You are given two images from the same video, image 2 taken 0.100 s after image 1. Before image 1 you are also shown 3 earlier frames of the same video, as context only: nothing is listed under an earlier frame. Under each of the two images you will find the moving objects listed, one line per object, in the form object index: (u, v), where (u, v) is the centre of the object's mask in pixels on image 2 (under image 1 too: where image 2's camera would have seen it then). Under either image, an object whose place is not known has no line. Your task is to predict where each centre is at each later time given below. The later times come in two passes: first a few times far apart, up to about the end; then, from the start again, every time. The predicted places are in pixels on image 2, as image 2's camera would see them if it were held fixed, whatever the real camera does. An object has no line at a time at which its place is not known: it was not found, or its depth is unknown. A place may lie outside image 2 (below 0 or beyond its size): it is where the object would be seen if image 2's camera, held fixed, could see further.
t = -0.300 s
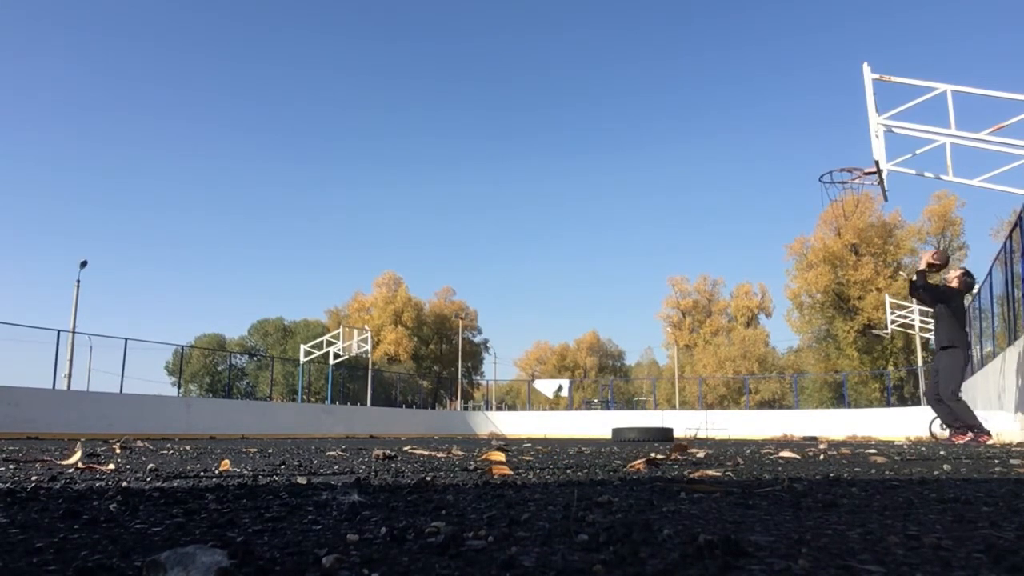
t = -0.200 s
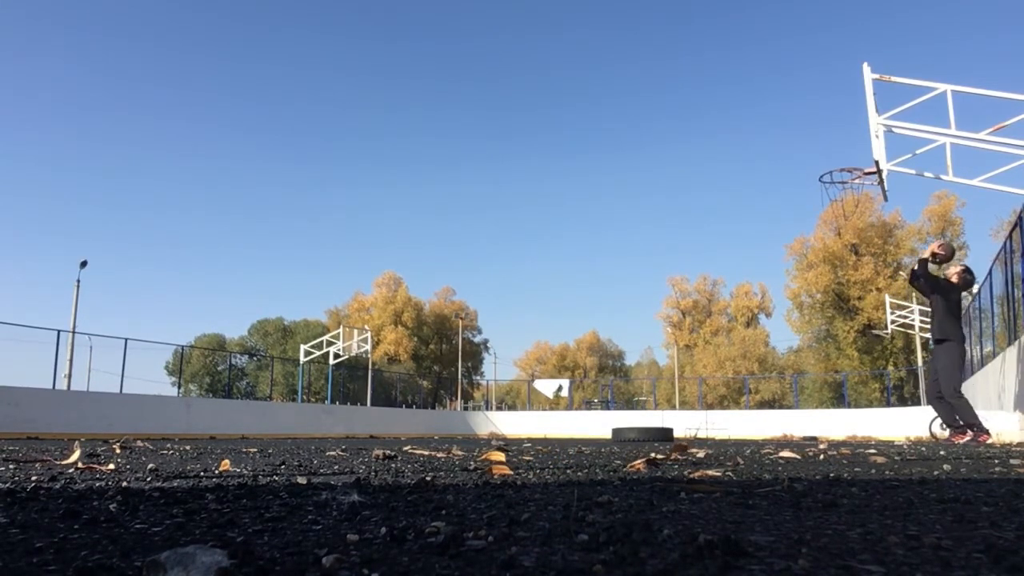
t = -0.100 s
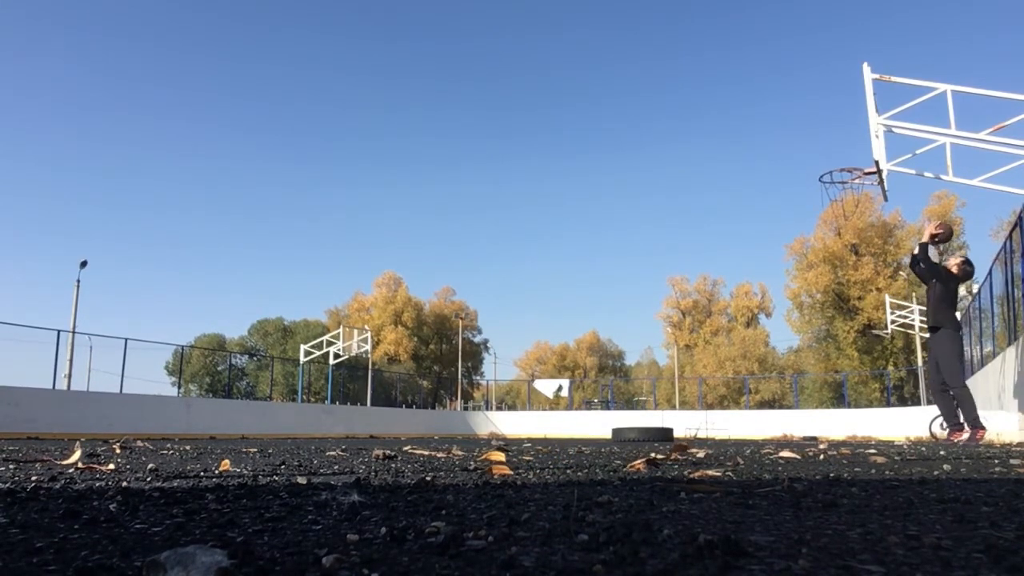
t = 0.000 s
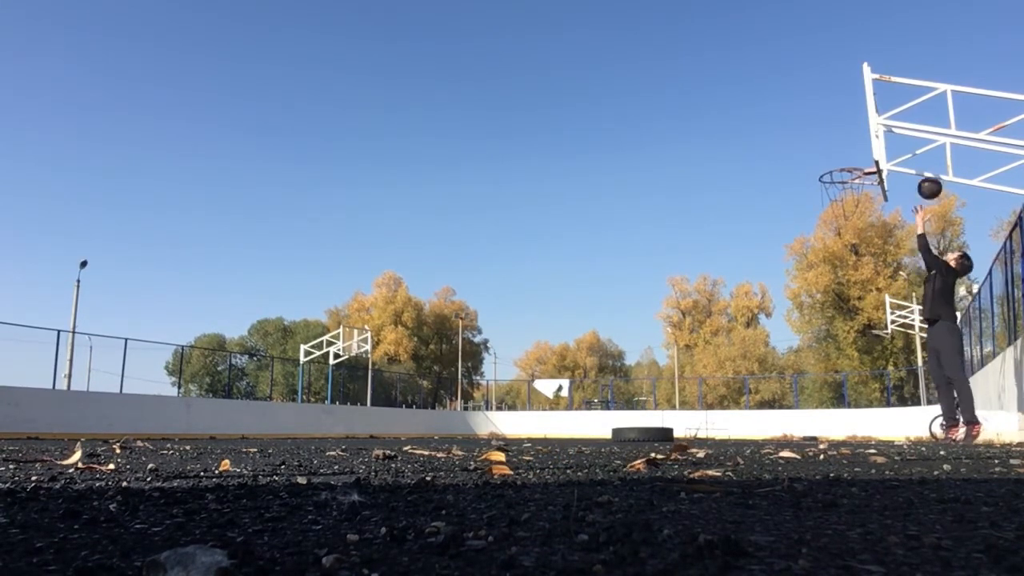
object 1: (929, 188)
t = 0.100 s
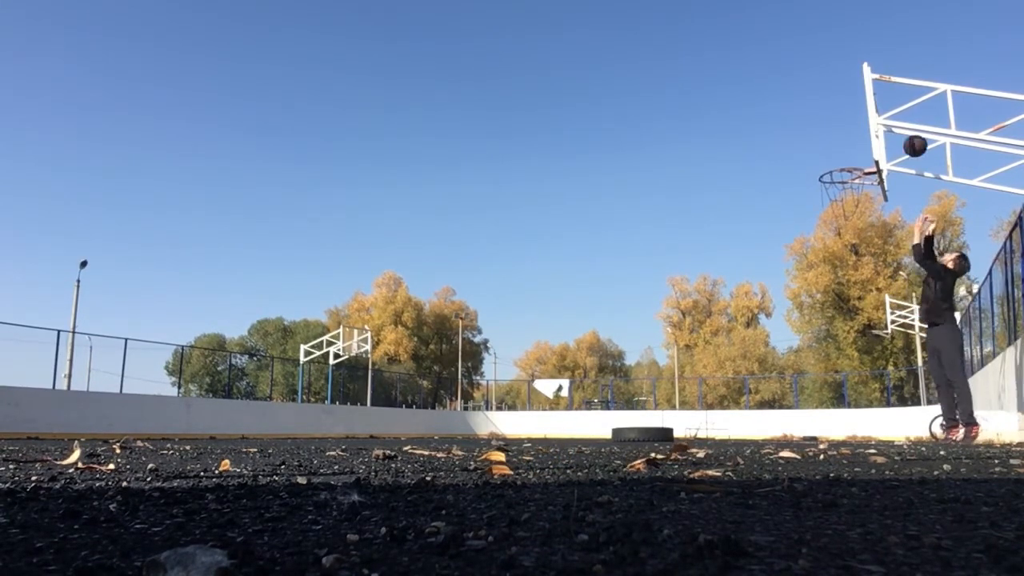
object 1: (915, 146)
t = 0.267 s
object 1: (894, 97)
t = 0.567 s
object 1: (861, 71)
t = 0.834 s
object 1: (842, 109)
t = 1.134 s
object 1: (851, 180)
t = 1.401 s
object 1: (820, 201)
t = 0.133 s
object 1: (910, 136)
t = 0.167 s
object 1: (906, 122)
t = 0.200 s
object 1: (902, 113)
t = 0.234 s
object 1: (896, 102)
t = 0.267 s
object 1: (894, 97)
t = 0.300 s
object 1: (889, 91)
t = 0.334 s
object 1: (885, 87)
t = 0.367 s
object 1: (883, 81)
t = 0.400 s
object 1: (880, 74)
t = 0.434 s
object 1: (878, 71)
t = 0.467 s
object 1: (876, 67)
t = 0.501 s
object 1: (870, 67)
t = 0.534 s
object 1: (862, 69)
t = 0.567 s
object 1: (861, 71)
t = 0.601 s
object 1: (857, 74)
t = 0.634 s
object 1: (855, 76)
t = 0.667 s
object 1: (854, 79)
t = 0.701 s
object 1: (852, 83)
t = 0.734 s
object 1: (849, 88)
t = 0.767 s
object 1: (847, 94)
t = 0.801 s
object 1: (844, 101)
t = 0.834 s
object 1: (842, 109)
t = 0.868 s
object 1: (839, 118)
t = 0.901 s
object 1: (837, 127)
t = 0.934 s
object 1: (835, 138)
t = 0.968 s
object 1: (833, 148)
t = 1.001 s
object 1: (831, 161)
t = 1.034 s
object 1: (829, 173)
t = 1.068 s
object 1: (838, 175)
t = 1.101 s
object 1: (846, 179)
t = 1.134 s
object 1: (851, 180)
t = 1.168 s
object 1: (851, 180)
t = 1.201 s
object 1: (847, 179)
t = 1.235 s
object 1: (842, 180)
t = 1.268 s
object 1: (837, 182)
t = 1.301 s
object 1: (832, 186)
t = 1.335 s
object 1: (827, 190)
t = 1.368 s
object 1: (824, 195)
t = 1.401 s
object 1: (820, 201)
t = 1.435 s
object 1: (817, 207)
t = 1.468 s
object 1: (813, 214)
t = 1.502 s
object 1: (809, 222)
